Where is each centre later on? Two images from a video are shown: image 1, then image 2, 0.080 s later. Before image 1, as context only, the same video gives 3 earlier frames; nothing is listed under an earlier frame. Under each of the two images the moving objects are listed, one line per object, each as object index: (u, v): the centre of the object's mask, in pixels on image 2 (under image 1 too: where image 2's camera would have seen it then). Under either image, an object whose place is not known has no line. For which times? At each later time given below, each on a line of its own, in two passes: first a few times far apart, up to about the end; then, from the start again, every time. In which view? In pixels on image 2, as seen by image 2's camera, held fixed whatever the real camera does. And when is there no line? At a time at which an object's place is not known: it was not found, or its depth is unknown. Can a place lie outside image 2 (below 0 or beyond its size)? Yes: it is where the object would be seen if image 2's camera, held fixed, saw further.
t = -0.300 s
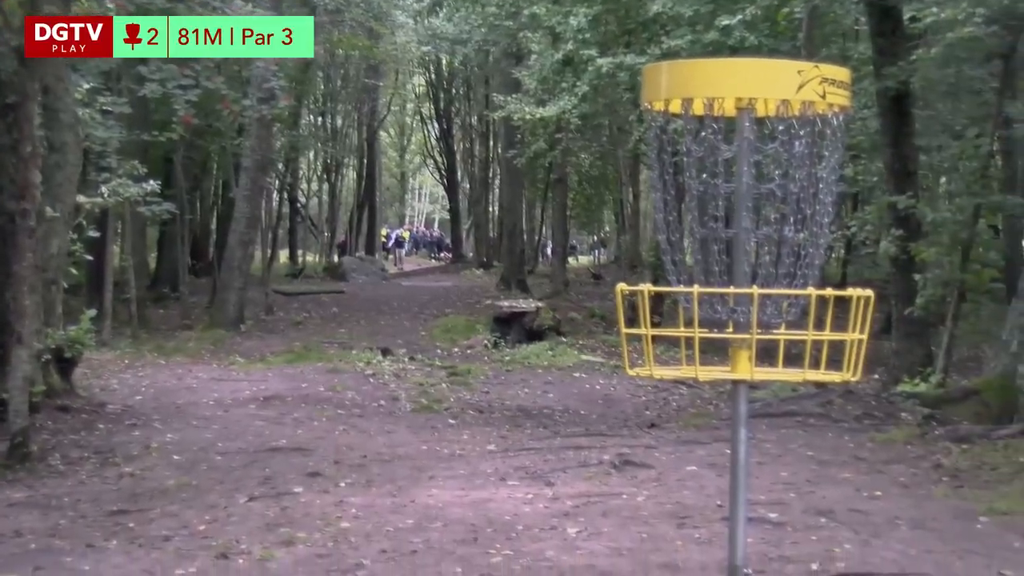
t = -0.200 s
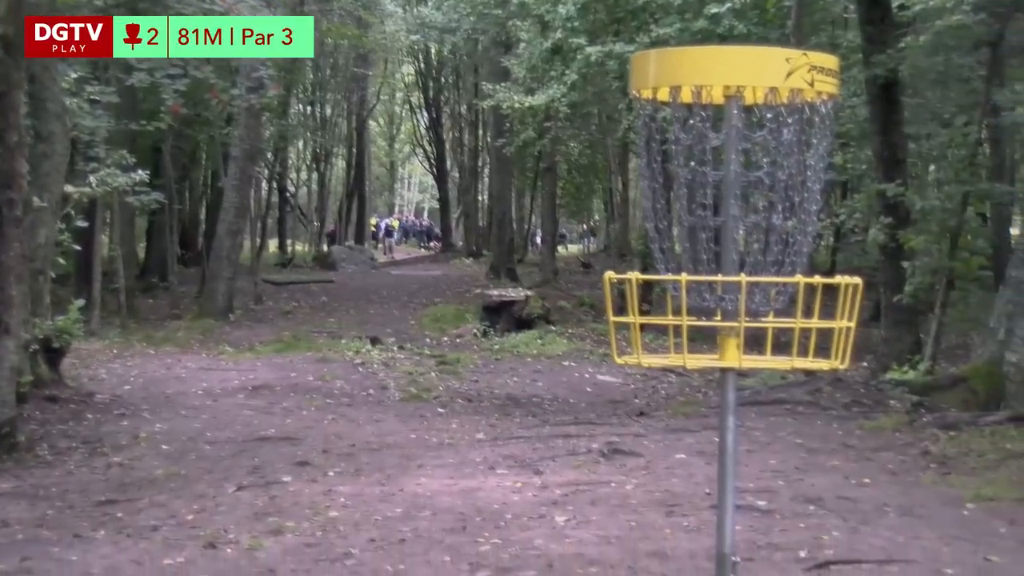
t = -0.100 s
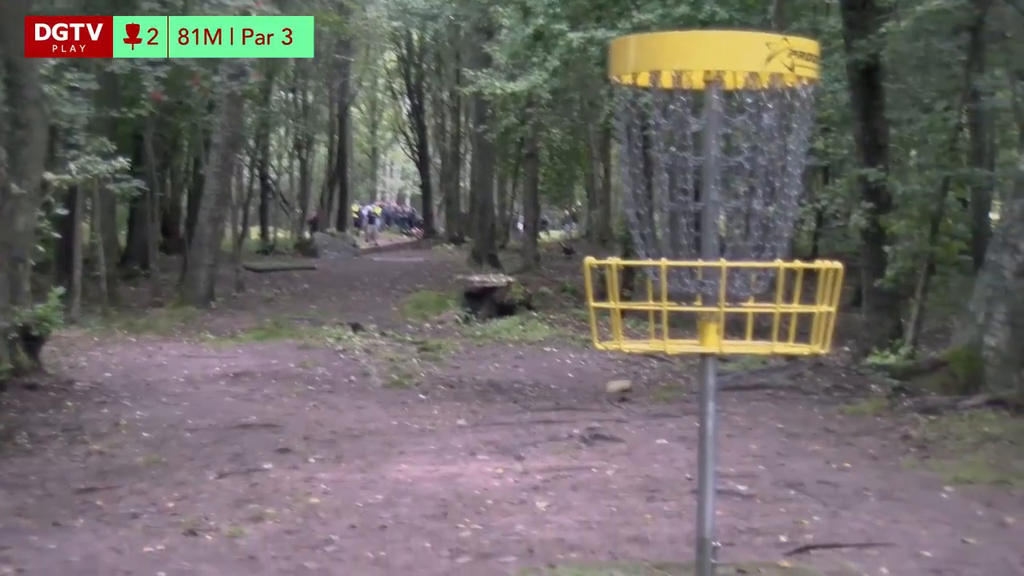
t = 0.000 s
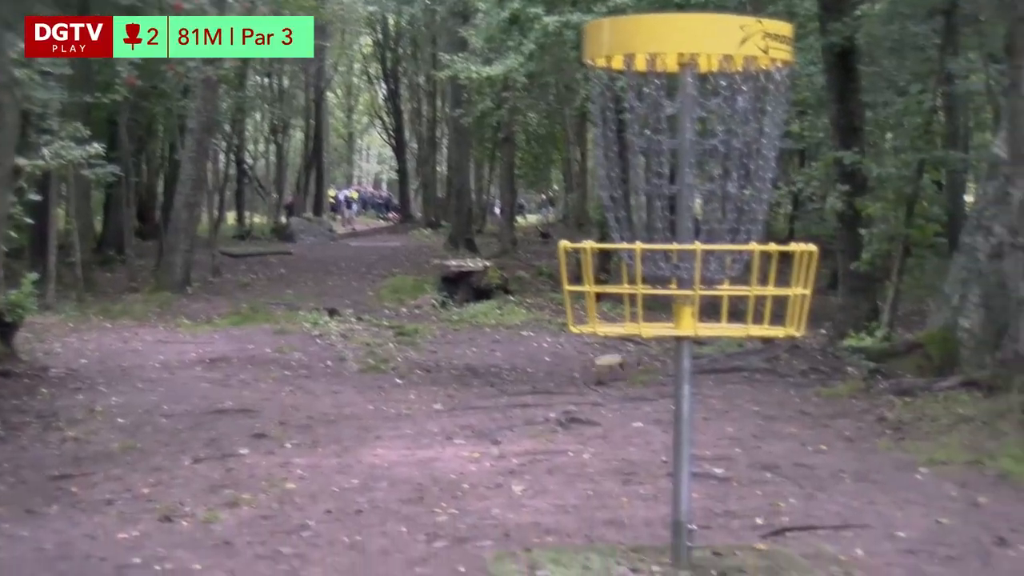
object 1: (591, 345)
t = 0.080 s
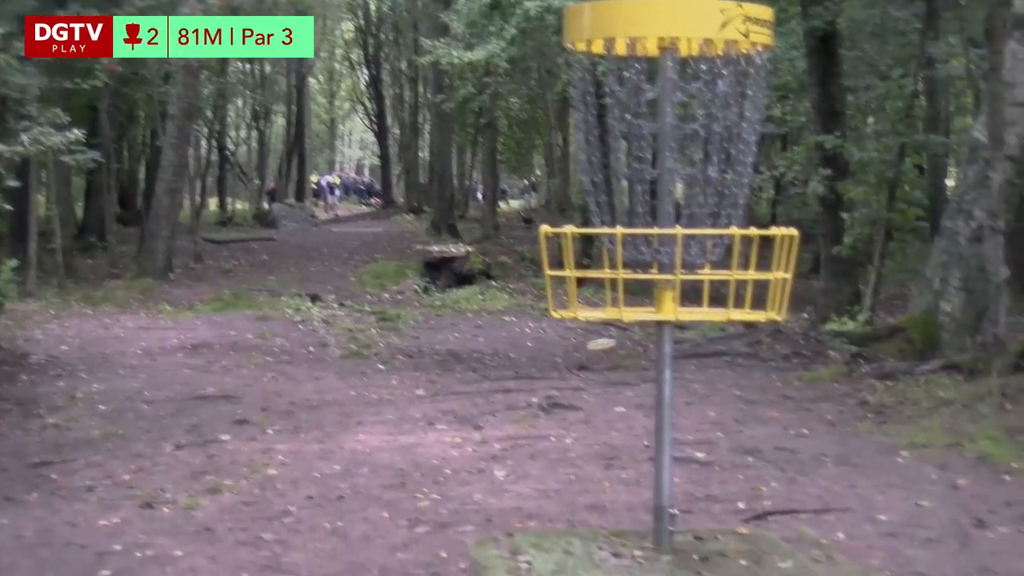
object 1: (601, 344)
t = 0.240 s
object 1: (620, 362)
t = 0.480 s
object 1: (615, 377)
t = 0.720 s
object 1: (625, 343)
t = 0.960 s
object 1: (633, 407)
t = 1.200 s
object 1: (621, 430)
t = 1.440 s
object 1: (580, 438)
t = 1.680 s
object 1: (547, 444)
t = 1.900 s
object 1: (540, 445)
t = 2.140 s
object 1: (541, 445)
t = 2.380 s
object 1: (540, 445)
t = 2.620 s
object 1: (540, 445)
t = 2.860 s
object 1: (540, 446)
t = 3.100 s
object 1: (540, 445)
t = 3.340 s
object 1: (541, 445)
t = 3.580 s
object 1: (541, 445)
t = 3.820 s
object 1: (541, 445)
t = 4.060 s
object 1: (541, 445)
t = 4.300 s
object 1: (541, 445)
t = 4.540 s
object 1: (541, 445)
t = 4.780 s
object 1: (541, 445)
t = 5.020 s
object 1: (542, 445)
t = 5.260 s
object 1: (542, 446)
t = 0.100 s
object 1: (604, 345)
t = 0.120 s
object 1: (605, 346)
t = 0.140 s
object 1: (608, 348)
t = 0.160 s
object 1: (610, 349)
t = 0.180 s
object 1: (613, 352)
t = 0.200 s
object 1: (614, 354)
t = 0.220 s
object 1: (617, 357)
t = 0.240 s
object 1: (620, 362)
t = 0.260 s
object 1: (623, 365)
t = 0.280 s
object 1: (625, 369)
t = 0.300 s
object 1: (626, 371)
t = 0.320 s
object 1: (625, 372)
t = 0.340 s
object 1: (622, 372)
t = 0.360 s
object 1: (621, 372)
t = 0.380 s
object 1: (618, 373)
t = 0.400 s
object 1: (616, 374)
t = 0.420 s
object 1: (613, 376)
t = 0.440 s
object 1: (614, 376)
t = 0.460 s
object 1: (613, 376)
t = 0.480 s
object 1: (615, 377)
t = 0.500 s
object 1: (614, 377)
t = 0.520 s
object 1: (616, 378)
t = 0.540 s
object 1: (614, 373)
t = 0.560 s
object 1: (618, 366)
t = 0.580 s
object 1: (618, 362)
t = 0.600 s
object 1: (616, 356)
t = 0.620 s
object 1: (621, 352)
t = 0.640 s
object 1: (620, 349)
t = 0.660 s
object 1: (620, 346)
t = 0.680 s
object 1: (624, 344)
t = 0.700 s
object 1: (623, 344)
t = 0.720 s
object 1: (625, 343)
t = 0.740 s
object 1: (625, 343)
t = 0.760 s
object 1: (627, 345)
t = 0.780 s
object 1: (629, 347)
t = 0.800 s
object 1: (628, 349)
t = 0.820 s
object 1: (632, 353)
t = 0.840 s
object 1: (631, 359)
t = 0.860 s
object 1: (631, 363)
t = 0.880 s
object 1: (635, 370)
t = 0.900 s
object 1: (632, 378)
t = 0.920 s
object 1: (633, 384)
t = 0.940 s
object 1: (635, 394)
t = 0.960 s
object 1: (633, 407)
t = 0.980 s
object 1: (635, 413)
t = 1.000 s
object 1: (636, 418)
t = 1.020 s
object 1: (635, 419)
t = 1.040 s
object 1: (635, 419)
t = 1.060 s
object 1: (635, 421)
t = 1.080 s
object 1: (634, 423)
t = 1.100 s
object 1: (633, 425)
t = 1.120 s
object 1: (630, 425)
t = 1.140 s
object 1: (628, 425)
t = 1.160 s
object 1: (627, 425)
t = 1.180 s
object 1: (624, 428)
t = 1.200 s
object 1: (621, 430)
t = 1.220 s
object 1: (617, 432)
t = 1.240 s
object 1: (614, 433)
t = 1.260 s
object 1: (610, 433)
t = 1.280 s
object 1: (607, 435)
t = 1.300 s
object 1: (602, 435)
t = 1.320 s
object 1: (599, 436)
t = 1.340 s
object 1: (596, 436)
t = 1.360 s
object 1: (593, 437)
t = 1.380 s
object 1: (590, 438)
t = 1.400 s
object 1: (587, 438)
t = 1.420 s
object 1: (583, 438)
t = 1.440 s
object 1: (580, 438)
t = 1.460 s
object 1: (576, 439)
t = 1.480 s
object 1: (573, 440)
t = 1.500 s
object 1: (571, 440)
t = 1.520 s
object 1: (568, 441)
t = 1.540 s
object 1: (565, 441)
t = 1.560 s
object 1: (563, 441)
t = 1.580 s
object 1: (560, 442)
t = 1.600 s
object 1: (557, 442)
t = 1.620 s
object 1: (554, 443)
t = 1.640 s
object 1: (552, 443)
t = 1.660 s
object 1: (550, 444)
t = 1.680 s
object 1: (547, 444)
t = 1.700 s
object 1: (546, 444)
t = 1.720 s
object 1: (544, 445)
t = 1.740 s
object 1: (542, 445)
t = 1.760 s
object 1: (541, 445)
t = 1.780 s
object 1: (540, 445)
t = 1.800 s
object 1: (540, 445)
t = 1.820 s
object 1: (540, 445)
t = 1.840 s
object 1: (540, 445)
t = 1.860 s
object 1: (541, 445)
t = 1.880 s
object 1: (541, 445)
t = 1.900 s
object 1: (540, 445)
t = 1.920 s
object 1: (541, 445)
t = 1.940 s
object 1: (541, 445)
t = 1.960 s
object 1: (540, 445)
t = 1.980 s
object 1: (540, 445)
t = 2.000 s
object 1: (540, 445)
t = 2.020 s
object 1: (540, 445)
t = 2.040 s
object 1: (540, 445)
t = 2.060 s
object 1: (540, 445)
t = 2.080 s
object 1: (540, 445)
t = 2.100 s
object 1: (540, 445)
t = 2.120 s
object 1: (540, 445)
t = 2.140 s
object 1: (541, 445)
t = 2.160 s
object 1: (540, 445)
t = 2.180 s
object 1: (540, 445)
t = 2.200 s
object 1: (541, 445)
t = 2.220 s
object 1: (540, 445)
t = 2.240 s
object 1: (540, 445)
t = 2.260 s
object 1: (540, 445)
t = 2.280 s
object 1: (540, 445)
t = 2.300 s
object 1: (540, 445)
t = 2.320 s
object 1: (540, 445)
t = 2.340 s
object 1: (540, 445)
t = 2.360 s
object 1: (540, 445)
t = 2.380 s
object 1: (540, 445)
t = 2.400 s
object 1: (540, 445)
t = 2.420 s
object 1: (540, 445)
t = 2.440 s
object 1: (540, 445)
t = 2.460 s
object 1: (540, 445)
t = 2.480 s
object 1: (540, 445)
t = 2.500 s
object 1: (540, 445)
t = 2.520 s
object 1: (540, 445)
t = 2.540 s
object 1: (540, 445)
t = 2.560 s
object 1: (540, 445)
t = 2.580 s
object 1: (540, 445)
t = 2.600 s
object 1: (540, 445)
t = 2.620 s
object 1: (540, 445)
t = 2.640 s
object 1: (541, 445)
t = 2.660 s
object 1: (540, 445)
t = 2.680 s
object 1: (540, 445)
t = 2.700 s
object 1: (540, 445)
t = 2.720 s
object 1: (540, 445)
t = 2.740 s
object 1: (540, 445)
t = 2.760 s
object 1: (540, 445)
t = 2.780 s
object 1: (540, 445)
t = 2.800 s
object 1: (540, 445)
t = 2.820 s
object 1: (540, 445)
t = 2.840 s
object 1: (540, 445)
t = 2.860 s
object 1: (540, 446)
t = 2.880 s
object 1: (540, 445)
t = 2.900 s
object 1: (540, 445)
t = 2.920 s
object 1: (540, 445)
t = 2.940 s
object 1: (540, 445)
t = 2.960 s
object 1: (540, 445)
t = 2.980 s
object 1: (540, 445)
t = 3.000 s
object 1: (540, 445)
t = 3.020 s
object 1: (540, 445)
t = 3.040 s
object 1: (540, 445)
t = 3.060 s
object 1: (540, 445)
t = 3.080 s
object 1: (540, 445)
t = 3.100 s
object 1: (540, 445)
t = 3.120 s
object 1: (540, 445)
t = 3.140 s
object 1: (540, 445)
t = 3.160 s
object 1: (540, 445)
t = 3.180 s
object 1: (541, 445)
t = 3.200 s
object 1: (540, 445)
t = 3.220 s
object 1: (540, 445)
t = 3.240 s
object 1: (540, 445)
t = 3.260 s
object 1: (540, 445)
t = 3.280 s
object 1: (541, 445)
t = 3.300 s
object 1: (540, 445)
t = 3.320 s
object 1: (540, 445)
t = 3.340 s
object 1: (541, 445)
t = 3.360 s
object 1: (541, 445)
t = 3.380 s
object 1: (541, 445)
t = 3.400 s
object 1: (540, 445)
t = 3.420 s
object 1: (541, 445)
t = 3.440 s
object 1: (541, 445)
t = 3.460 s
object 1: (541, 445)
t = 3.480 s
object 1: (541, 445)
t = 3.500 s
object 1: (541, 445)
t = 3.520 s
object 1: (541, 445)
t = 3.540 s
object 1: (541, 445)
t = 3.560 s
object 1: (541, 445)
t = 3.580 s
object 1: (541, 445)
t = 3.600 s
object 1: (541, 445)
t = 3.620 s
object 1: (541, 445)
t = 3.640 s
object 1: (541, 445)
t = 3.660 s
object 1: (541, 445)
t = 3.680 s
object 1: (541, 445)
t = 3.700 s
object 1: (541, 445)
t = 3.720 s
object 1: (541, 445)
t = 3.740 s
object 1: (541, 445)
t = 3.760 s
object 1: (541, 445)
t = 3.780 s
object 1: (541, 445)
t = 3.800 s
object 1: (541, 445)
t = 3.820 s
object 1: (541, 445)
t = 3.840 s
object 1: (541, 445)
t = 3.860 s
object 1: (542, 445)
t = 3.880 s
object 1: (541, 445)
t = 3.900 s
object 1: (542, 445)
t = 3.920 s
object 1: (542, 445)
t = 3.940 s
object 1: (542, 445)
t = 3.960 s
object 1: (541, 445)
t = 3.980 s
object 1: (541, 445)
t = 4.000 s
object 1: (541, 445)
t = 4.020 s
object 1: (541, 445)
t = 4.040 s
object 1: (541, 445)
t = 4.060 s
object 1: (541, 445)
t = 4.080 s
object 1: (541, 445)
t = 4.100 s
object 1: (541, 445)
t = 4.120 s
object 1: (541, 445)
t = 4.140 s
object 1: (541, 445)
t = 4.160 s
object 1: (541, 445)
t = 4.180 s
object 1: (542, 445)
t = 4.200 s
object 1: (541, 445)
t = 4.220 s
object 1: (541, 445)
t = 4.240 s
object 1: (541, 445)
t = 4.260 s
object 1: (541, 445)
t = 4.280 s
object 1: (541, 445)
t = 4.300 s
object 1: (541, 445)
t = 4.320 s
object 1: (541, 445)
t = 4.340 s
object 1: (541, 445)
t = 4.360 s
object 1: (541, 445)
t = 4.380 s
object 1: (541, 445)
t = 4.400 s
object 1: (541, 445)
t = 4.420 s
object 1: (541, 445)
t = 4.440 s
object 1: (541, 445)
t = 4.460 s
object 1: (541, 445)
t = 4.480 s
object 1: (541, 445)
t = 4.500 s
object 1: (541, 445)
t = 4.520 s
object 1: (541, 445)
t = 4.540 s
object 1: (541, 445)
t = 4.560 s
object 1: (541, 445)
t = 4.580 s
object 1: (541, 445)
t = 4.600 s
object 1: (541, 445)
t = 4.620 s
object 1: (541, 445)
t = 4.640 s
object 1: (541, 445)
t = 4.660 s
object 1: (541, 445)
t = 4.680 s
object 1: (541, 445)
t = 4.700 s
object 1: (541, 445)
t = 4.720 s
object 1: (541, 445)
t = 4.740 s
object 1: (541, 445)
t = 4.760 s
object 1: (541, 445)
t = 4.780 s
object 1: (541, 445)
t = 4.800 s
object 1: (542, 445)
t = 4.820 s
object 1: (542, 445)
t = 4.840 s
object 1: (541, 445)
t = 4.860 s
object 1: (542, 445)
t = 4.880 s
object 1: (542, 445)
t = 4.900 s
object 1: (541, 445)
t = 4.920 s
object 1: (541, 445)
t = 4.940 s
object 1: (542, 445)
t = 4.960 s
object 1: (542, 445)
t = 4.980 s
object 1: (542, 445)
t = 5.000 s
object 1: (542, 445)
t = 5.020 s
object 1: (542, 445)
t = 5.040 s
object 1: (542, 445)
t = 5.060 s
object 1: (542, 445)
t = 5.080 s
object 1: (542, 445)
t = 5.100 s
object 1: (542, 445)
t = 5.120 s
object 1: (542, 445)
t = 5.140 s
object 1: (542, 445)
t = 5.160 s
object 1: (542, 445)
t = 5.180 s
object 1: (542, 445)
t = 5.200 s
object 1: (542, 445)
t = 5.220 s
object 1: (542, 445)
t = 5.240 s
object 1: (542, 445)
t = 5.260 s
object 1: (542, 446)
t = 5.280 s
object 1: (542, 446)
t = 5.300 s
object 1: (542, 445)
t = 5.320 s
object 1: (542, 445)
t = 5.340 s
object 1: (542, 445)
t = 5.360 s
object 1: (542, 445)
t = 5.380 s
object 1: (542, 445)
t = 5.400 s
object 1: (543, 445)
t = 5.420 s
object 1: (543, 445)
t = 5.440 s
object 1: (543, 445)
